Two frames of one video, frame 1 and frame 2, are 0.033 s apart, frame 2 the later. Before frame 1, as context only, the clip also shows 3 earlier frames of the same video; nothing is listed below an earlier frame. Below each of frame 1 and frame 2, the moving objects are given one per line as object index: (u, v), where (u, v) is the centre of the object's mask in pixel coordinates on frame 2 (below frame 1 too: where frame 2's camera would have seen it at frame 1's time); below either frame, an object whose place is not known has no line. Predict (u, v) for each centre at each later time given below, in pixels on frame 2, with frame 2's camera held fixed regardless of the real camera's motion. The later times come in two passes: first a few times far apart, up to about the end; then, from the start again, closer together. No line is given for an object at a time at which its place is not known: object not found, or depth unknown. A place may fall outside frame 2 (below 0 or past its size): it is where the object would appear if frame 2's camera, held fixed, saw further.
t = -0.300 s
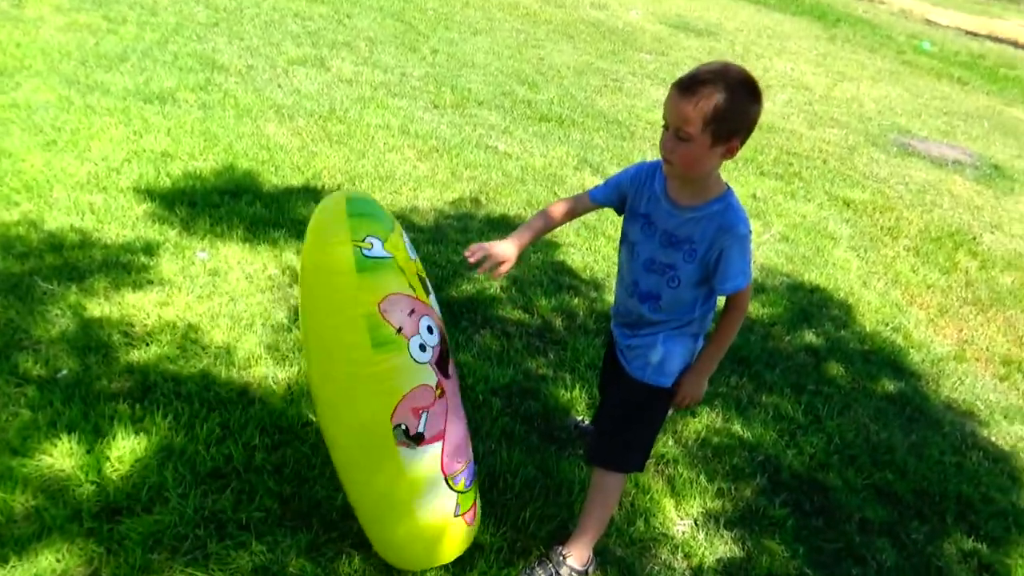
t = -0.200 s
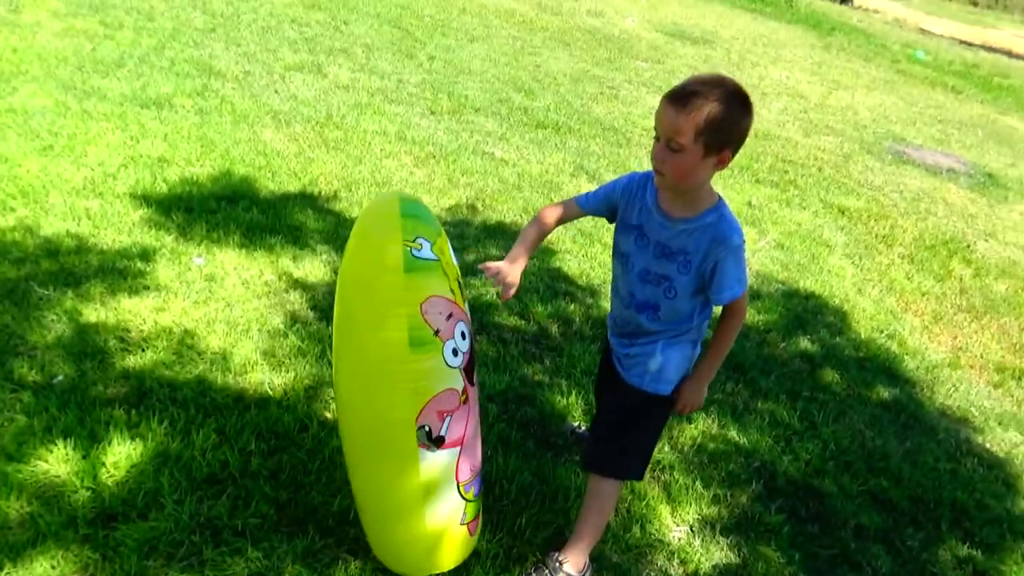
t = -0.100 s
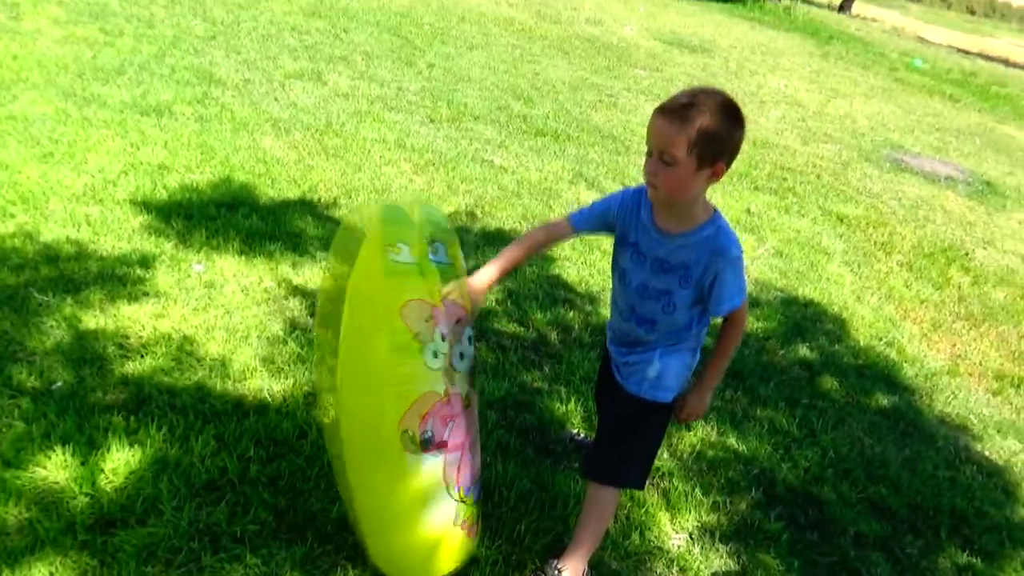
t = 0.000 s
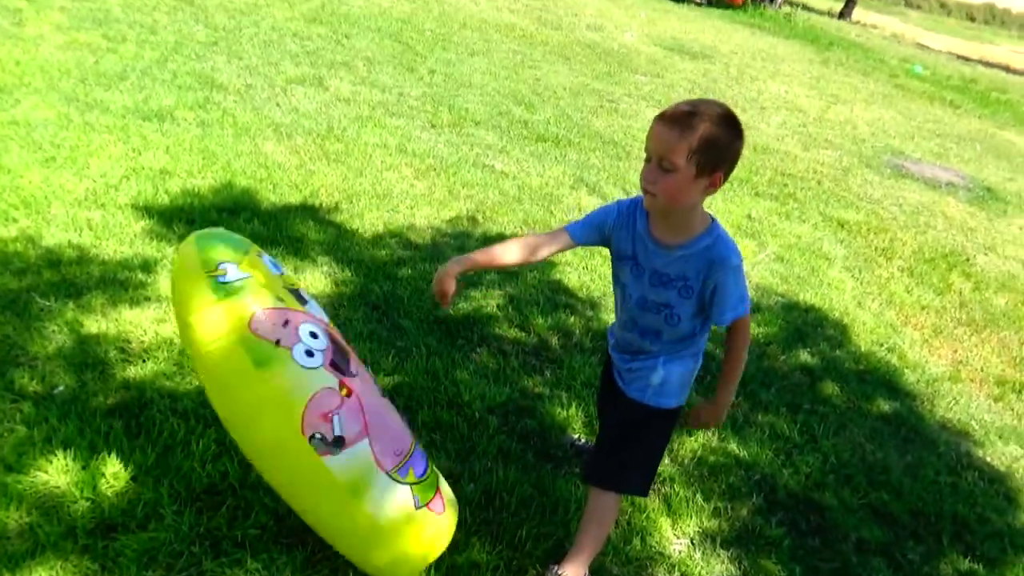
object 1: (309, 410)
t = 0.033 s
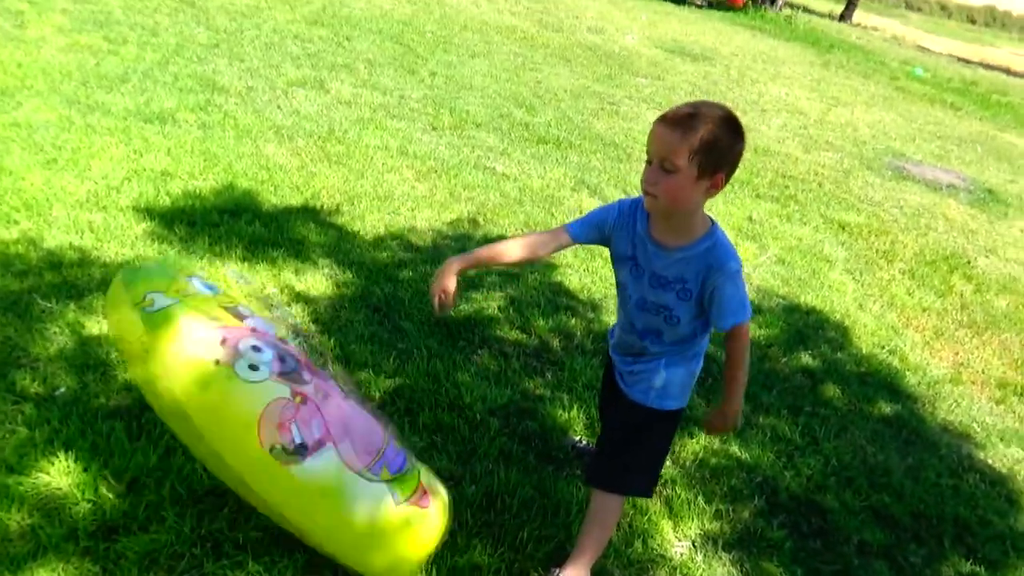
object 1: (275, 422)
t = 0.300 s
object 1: (186, 486)
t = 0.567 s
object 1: (198, 462)
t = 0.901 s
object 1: (290, 417)
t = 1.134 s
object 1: (355, 399)
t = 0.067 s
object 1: (248, 432)
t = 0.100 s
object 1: (233, 449)
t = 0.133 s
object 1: (212, 463)
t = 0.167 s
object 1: (201, 477)
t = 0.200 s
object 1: (201, 484)
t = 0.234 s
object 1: (198, 484)
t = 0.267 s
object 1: (193, 485)
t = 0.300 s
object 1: (186, 486)
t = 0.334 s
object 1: (182, 487)
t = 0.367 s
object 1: (180, 487)
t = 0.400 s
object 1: (180, 485)
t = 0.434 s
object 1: (181, 479)
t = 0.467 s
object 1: (182, 474)
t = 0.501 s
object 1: (187, 470)
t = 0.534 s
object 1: (193, 465)
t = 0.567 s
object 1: (198, 462)
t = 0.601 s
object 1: (207, 458)
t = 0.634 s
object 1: (213, 452)
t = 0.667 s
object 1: (221, 448)
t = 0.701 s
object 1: (232, 444)
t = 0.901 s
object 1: (290, 417)
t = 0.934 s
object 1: (300, 413)
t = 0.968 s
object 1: (308, 411)
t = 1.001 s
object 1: (318, 407)
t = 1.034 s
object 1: (329, 404)
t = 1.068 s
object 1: (336, 401)
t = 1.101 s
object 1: (345, 400)
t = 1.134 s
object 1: (355, 399)
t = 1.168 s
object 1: (362, 397)
